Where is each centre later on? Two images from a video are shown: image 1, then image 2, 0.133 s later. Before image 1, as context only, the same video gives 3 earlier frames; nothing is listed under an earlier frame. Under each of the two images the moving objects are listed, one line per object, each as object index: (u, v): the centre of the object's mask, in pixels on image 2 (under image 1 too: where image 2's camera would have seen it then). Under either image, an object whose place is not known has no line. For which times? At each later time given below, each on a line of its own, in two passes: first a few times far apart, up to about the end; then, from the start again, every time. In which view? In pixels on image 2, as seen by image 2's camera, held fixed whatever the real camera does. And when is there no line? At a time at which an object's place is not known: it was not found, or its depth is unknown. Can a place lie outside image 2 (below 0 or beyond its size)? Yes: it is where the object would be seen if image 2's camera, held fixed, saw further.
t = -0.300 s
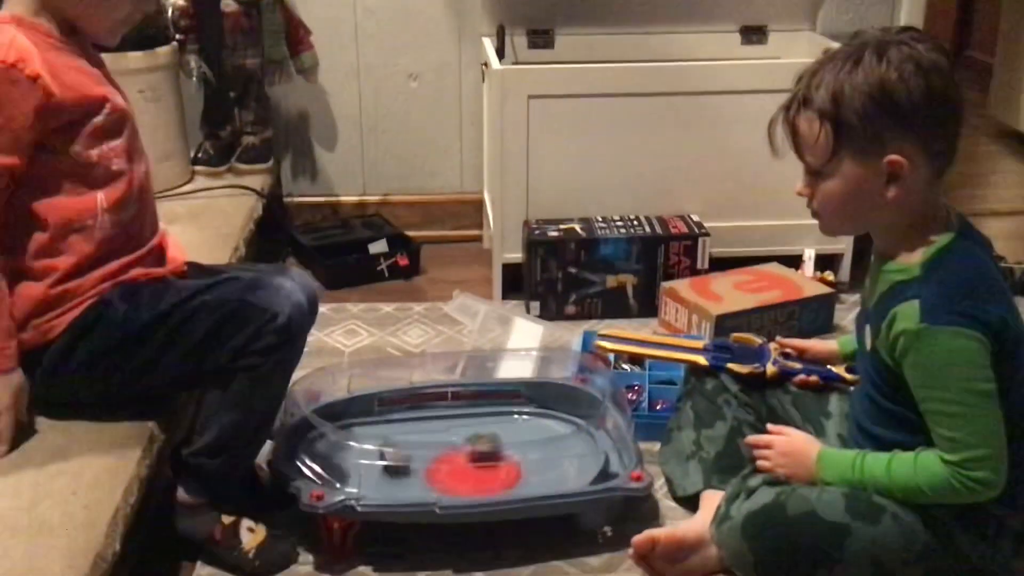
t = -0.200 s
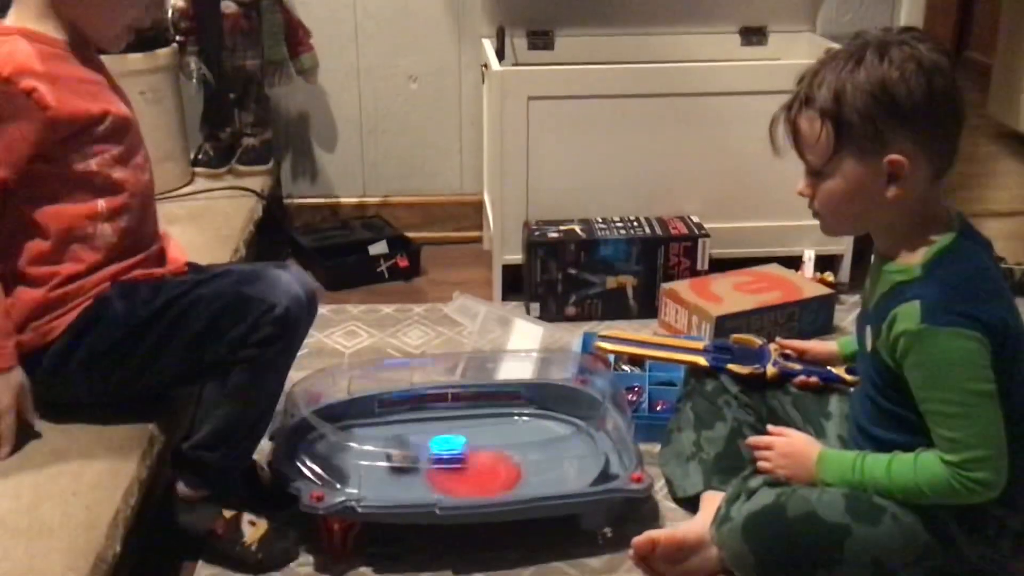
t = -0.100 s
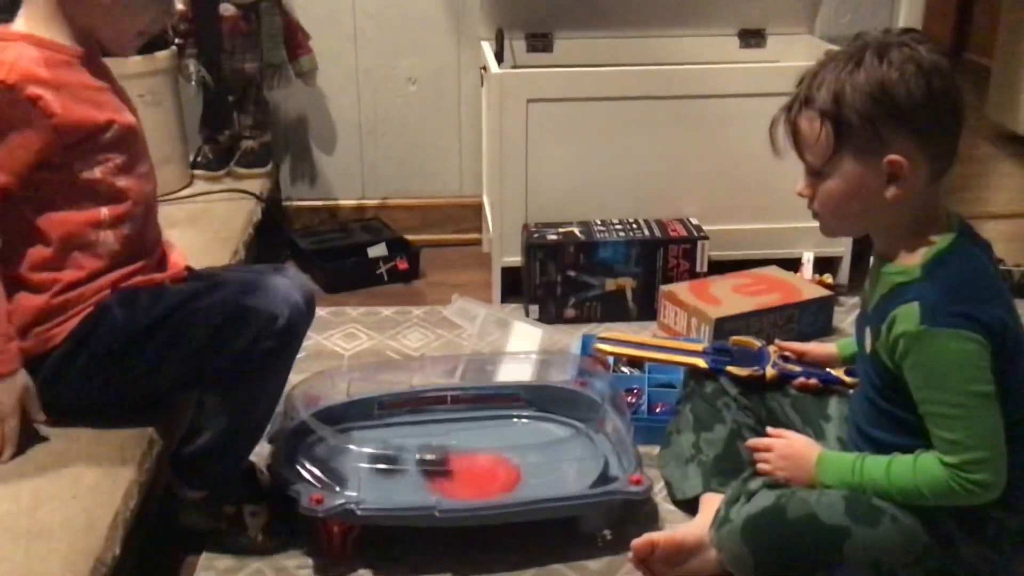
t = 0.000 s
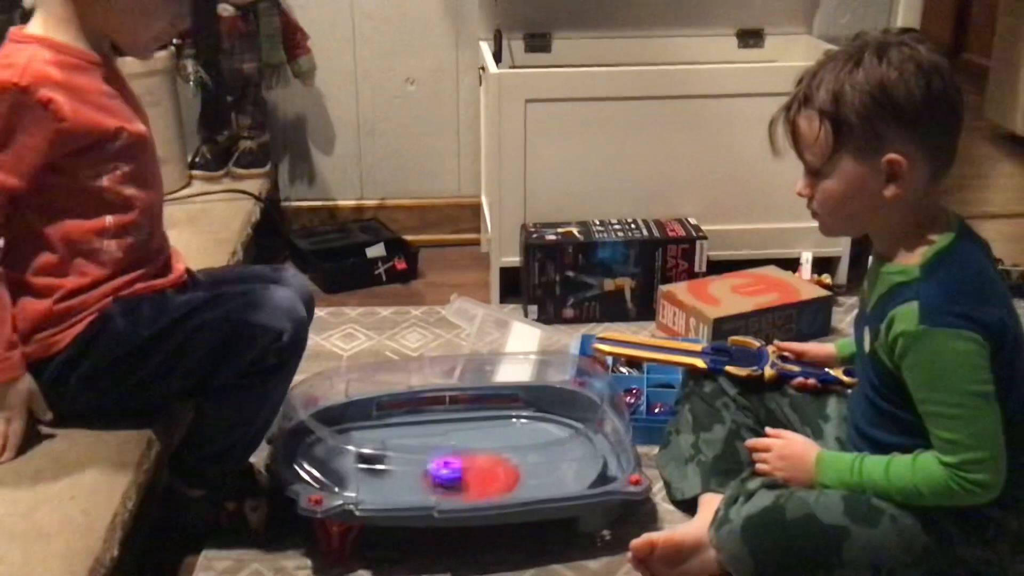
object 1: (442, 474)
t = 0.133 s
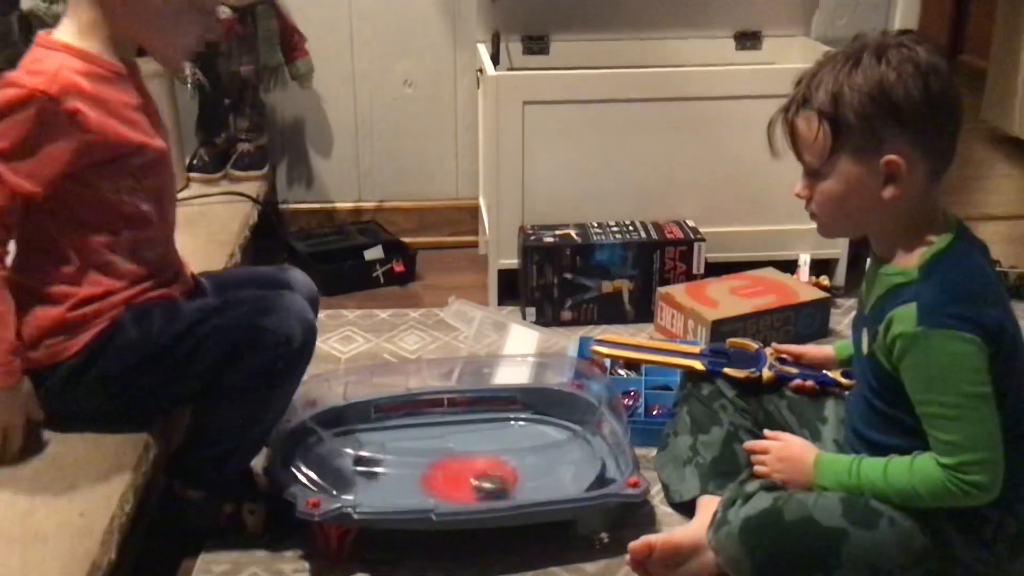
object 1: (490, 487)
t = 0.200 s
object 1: (511, 477)
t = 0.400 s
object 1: (517, 456)
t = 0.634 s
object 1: (476, 437)
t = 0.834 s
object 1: (436, 447)
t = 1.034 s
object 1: (435, 469)
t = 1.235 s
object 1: (497, 483)
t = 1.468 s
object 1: (543, 465)
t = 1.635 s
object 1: (550, 452)
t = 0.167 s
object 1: (503, 483)
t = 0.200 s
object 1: (511, 477)
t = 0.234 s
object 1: (518, 474)
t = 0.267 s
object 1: (521, 470)
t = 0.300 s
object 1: (525, 474)
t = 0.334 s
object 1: (525, 469)
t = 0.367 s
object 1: (523, 466)
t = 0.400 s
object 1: (517, 456)
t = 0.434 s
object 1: (515, 453)
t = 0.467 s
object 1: (510, 445)
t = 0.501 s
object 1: (503, 444)
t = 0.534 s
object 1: (497, 445)
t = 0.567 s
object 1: (490, 444)
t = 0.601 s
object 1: (483, 437)
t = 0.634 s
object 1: (476, 437)
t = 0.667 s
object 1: (469, 437)
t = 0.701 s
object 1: (462, 444)
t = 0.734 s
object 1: (455, 446)
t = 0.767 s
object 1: (448, 449)
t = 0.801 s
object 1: (441, 445)
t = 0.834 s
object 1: (436, 447)
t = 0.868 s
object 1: (432, 450)
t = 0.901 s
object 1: (428, 456)
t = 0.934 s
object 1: (427, 457)
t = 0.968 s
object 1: (428, 459)
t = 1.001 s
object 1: (431, 463)
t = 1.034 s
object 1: (435, 469)
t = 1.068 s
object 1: (443, 475)
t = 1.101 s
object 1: (449, 479)
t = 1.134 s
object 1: (460, 484)
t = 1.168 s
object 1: (473, 484)
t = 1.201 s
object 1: (485, 484)
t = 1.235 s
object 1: (497, 483)
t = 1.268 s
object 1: (504, 483)
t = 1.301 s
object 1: (513, 482)
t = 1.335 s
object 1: (519, 481)
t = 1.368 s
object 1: (527, 477)
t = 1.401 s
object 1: (534, 473)
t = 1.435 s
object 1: (538, 468)
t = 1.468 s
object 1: (543, 465)
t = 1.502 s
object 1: (545, 460)
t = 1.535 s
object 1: (546, 458)
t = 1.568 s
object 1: (548, 454)
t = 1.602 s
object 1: (549, 454)
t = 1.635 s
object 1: (550, 452)
